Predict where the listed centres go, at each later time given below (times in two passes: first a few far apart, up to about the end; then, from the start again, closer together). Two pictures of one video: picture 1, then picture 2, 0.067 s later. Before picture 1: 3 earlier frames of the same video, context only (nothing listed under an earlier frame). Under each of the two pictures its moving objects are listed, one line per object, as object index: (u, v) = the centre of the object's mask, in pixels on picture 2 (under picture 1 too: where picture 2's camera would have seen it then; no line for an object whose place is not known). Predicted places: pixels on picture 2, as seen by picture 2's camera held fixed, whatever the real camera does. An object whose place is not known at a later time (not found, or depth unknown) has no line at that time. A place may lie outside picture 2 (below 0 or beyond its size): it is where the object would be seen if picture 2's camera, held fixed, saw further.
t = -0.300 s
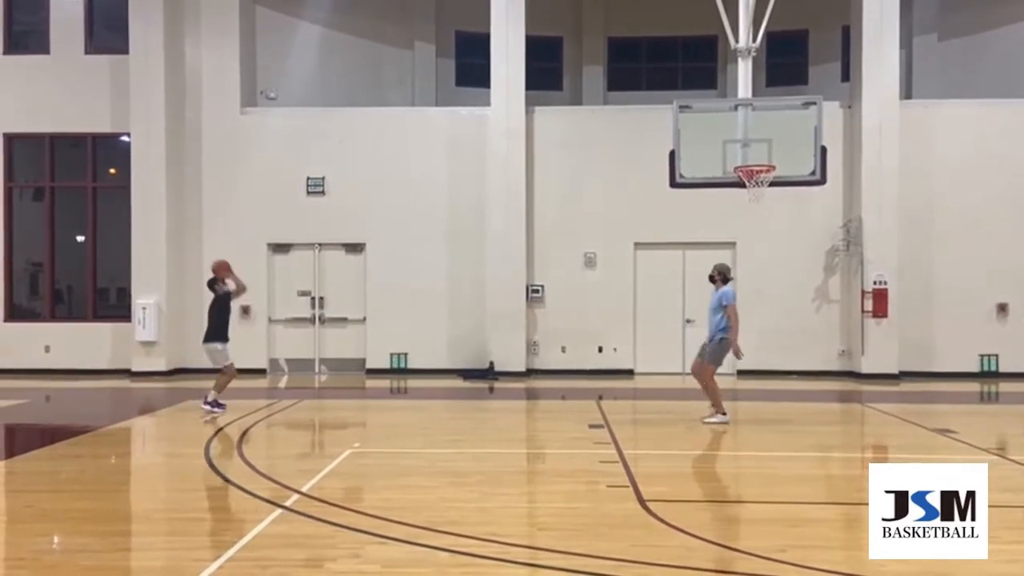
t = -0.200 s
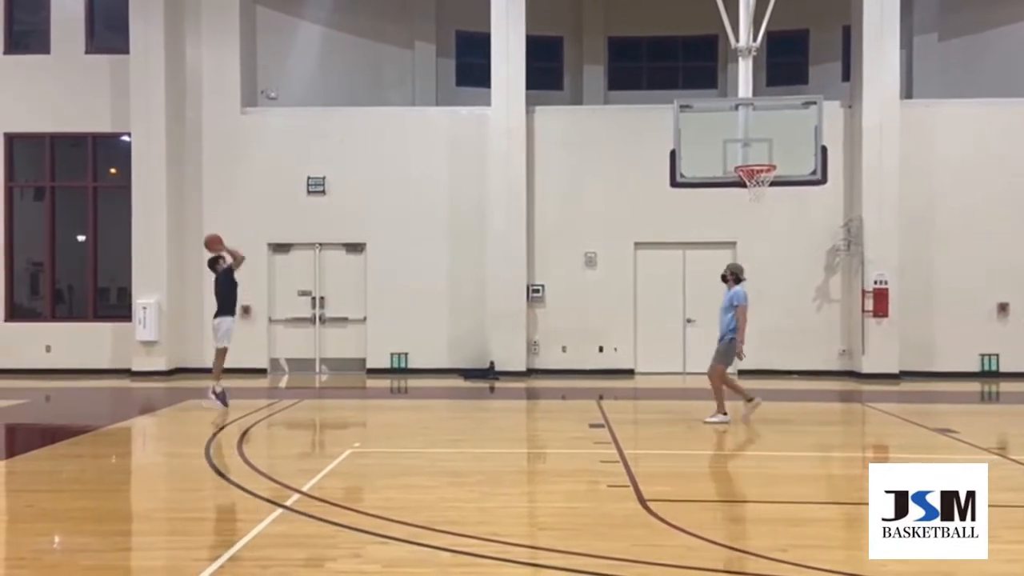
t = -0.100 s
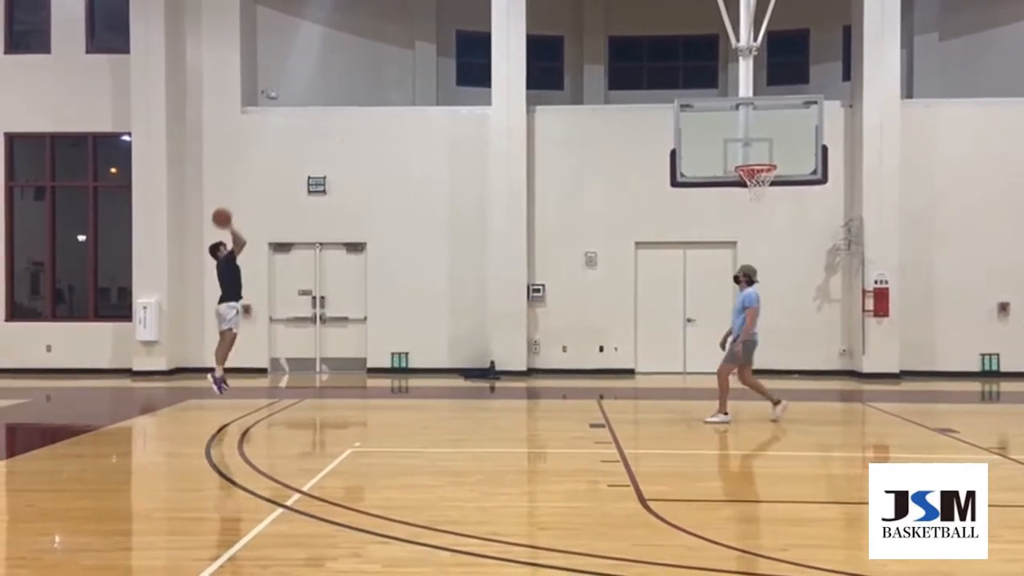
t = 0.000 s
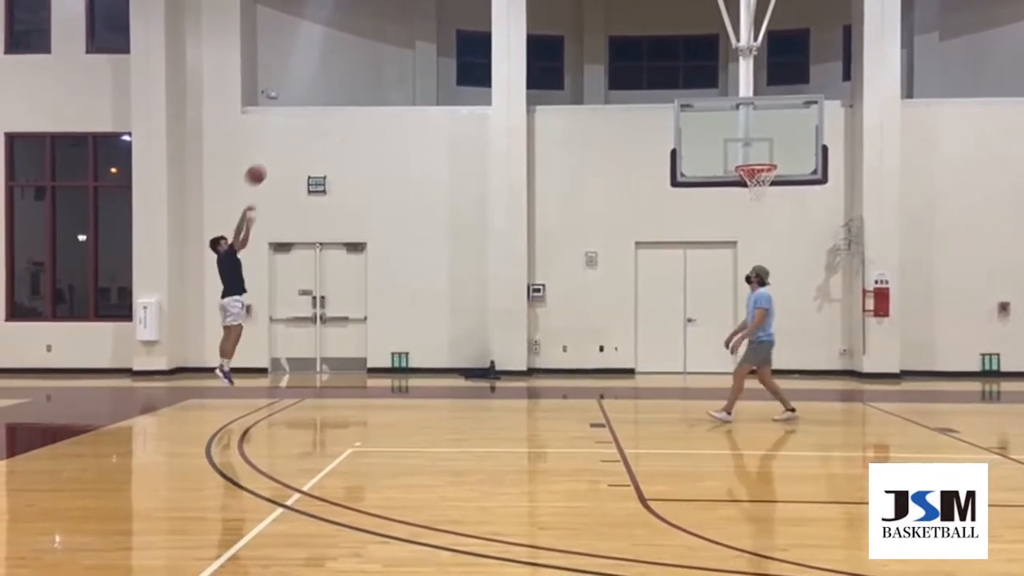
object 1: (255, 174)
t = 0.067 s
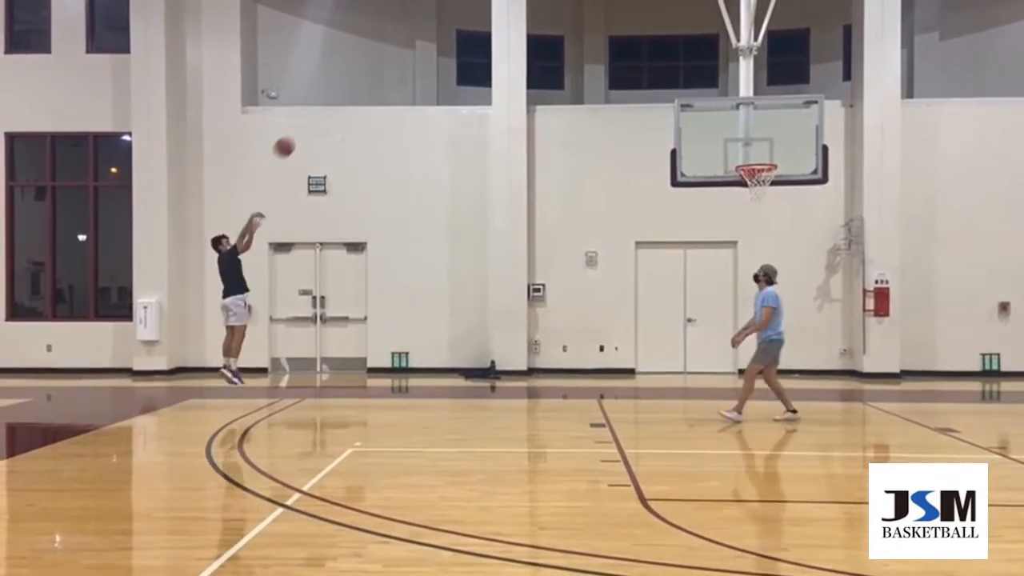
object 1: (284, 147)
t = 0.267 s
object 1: (369, 84)
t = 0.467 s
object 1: (456, 48)
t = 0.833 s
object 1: (616, 65)
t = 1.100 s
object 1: (734, 144)
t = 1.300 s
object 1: (768, 190)
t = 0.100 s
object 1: (298, 134)
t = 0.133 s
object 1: (313, 123)
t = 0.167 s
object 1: (327, 112)
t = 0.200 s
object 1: (341, 102)
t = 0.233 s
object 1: (355, 93)
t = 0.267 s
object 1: (369, 84)
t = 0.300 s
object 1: (383, 77)
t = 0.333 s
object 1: (398, 70)
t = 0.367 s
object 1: (412, 64)
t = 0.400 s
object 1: (426, 59)
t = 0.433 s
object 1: (440, 54)
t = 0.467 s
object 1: (456, 48)
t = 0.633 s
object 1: (528, 44)
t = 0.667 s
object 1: (543, 45)
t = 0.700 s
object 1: (556, 47)
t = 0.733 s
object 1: (571, 50)
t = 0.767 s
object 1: (586, 54)
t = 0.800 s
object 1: (603, 61)
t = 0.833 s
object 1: (616, 65)
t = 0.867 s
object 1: (631, 72)
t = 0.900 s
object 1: (646, 79)
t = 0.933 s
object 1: (661, 88)
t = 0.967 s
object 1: (675, 97)
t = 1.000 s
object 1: (690, 108)
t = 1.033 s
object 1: (705, 120)
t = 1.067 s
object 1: (720, 131)
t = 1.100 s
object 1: (734, 144)
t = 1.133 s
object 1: (751, 156)
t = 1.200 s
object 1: (771, 182)
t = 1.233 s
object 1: (769, 184)
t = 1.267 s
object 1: (769, 185)
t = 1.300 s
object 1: (768, 190)
